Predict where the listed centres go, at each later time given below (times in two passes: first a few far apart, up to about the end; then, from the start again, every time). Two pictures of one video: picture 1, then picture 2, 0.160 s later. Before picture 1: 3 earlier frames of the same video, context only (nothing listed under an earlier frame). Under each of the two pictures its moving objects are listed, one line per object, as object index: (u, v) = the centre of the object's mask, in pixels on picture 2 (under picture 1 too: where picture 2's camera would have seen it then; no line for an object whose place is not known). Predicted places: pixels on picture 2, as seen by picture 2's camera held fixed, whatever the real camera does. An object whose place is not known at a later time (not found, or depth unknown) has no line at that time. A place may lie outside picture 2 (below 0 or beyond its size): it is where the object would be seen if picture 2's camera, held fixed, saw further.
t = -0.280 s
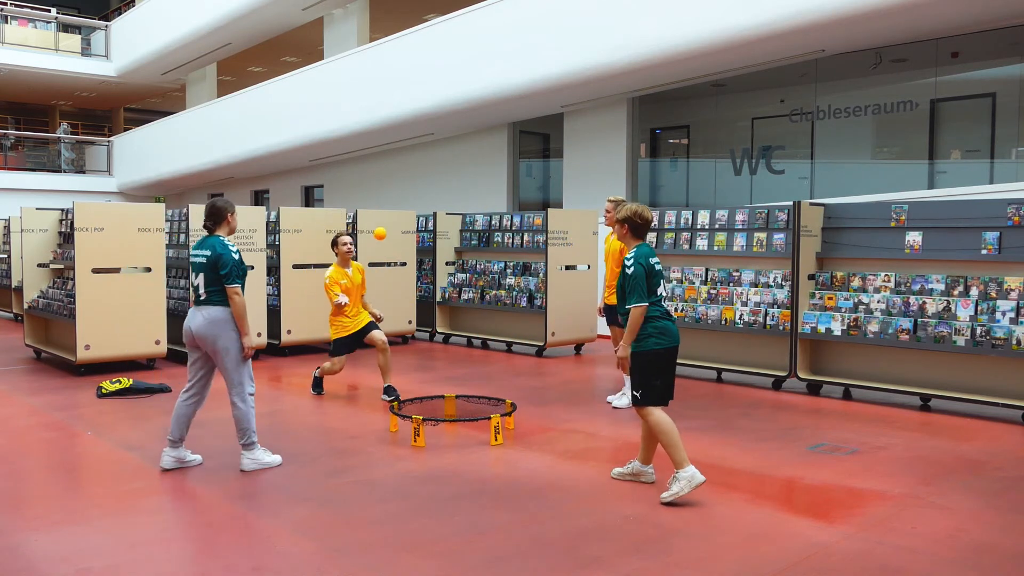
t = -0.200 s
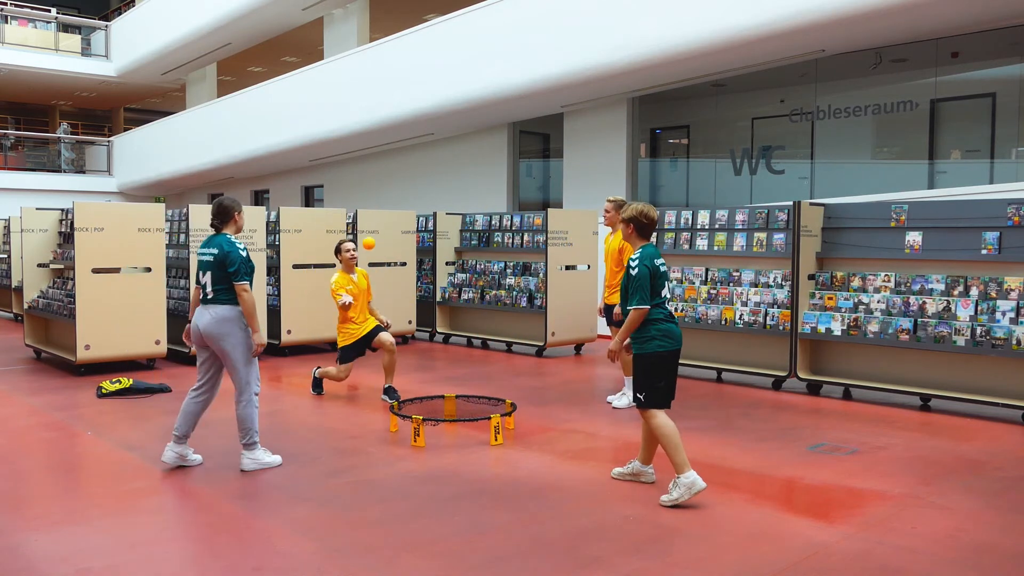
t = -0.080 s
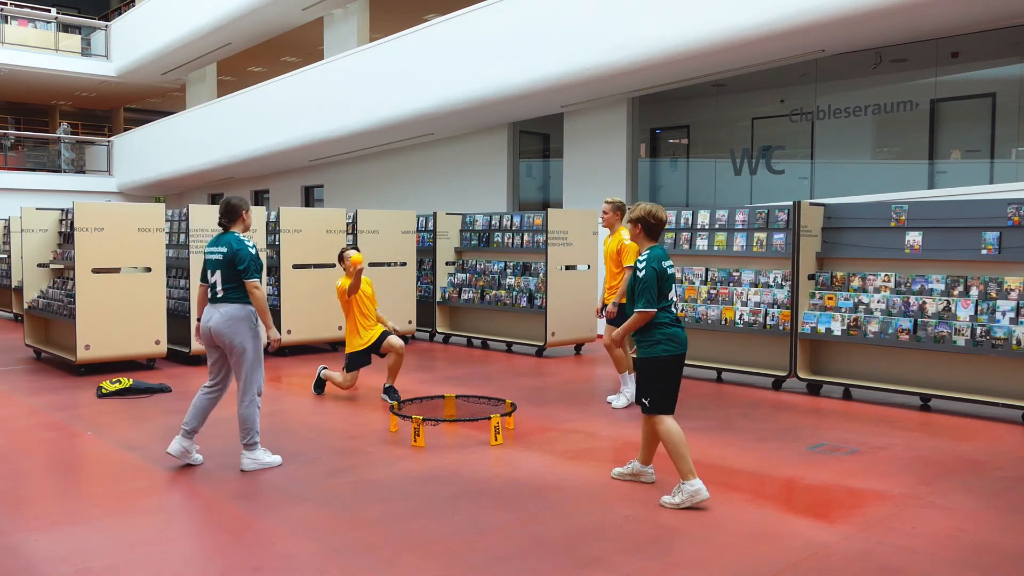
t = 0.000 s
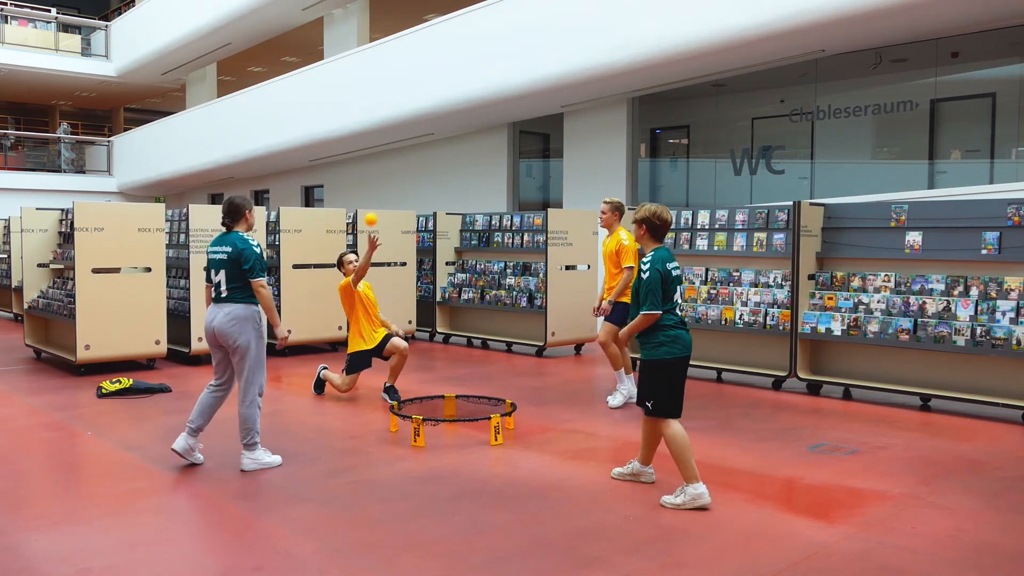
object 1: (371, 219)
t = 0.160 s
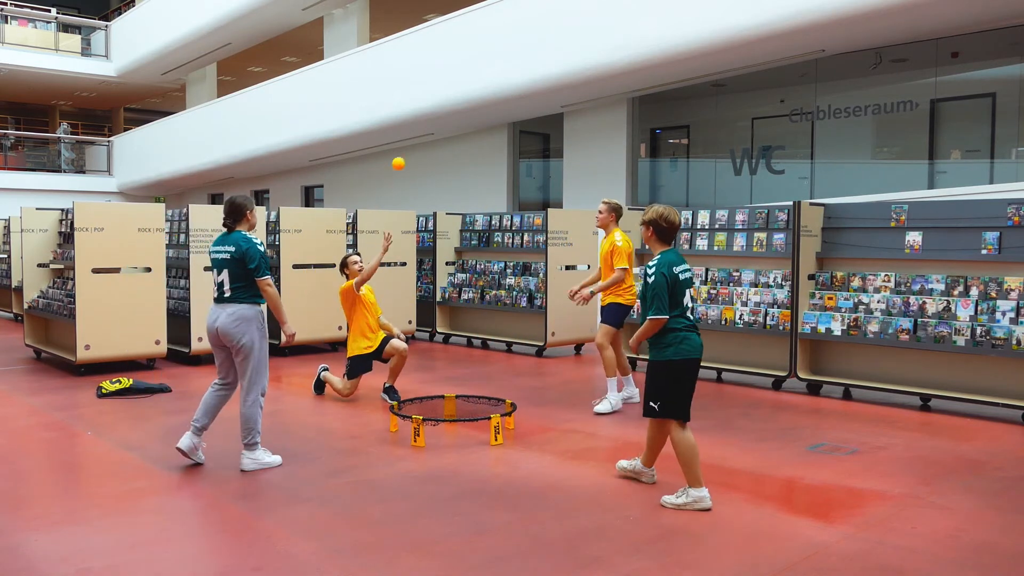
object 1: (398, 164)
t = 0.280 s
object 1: (418, 142)
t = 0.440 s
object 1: (445, 141)
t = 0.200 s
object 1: (405, 154)
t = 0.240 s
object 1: (412, 147)
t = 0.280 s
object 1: (418, 142)
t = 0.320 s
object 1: (425, 139)
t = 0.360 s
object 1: (432, 138)
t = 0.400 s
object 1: (438, 138)
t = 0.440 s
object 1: (445, 141)
